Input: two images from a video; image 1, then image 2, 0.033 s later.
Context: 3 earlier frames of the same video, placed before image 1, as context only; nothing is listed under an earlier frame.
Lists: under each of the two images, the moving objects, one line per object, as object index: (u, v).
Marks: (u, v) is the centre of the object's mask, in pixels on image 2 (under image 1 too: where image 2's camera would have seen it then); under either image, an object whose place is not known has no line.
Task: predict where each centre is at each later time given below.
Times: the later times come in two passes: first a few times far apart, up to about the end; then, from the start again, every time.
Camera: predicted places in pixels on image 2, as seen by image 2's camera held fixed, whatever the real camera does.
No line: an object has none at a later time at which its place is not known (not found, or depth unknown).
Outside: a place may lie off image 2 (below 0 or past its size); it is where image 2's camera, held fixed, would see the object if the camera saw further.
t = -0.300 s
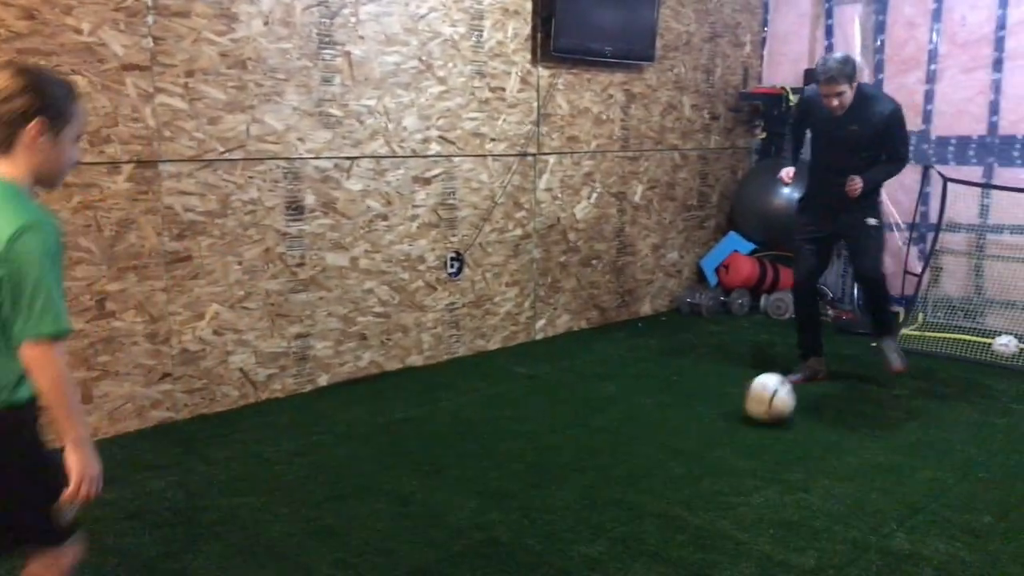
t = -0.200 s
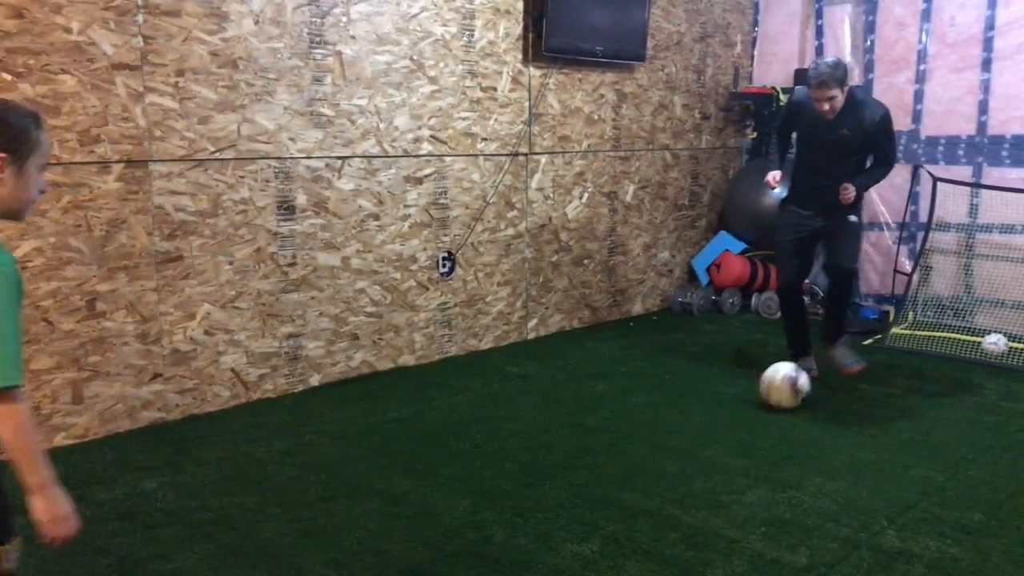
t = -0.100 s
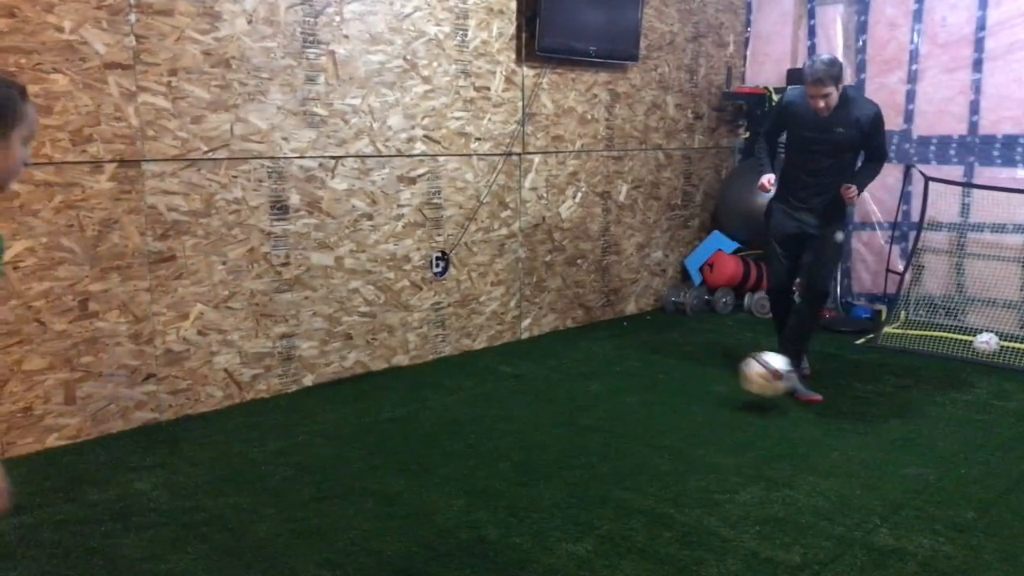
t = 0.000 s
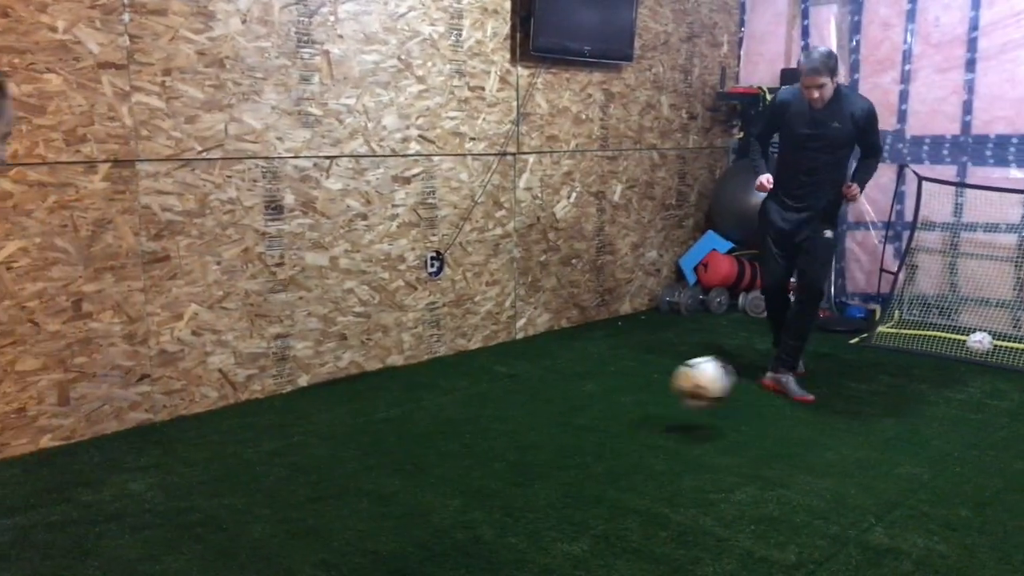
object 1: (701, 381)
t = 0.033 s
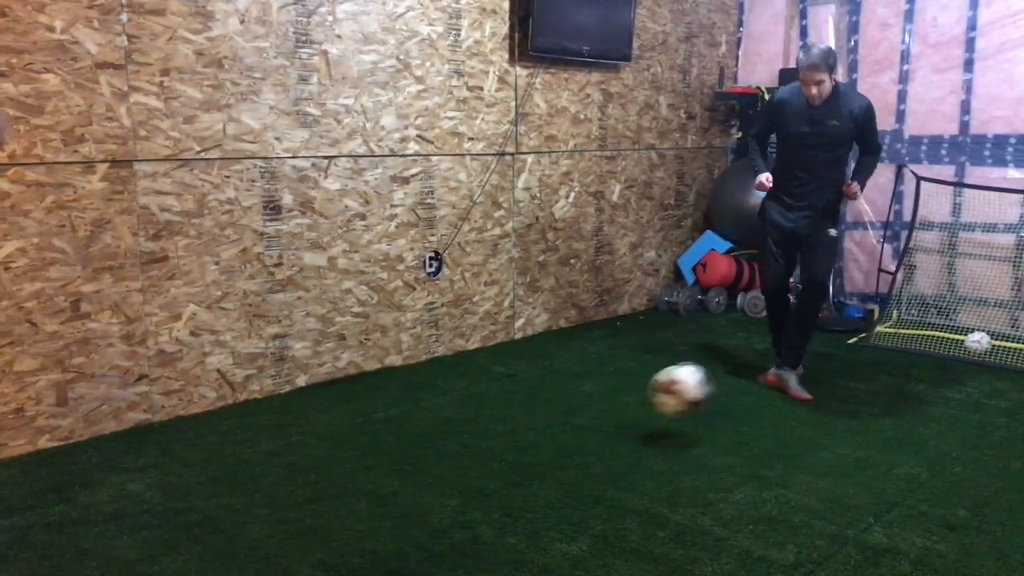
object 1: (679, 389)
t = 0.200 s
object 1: (570, 441)
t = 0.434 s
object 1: (444, 485)
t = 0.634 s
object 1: (354, 521)
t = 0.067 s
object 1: (658, 401)
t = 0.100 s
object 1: (634, 416)
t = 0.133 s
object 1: (608, 434)
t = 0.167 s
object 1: (587, 441)
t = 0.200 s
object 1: (570, 441)
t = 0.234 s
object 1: (552, 444)
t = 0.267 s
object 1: (532, 450)
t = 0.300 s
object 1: (512, 458)
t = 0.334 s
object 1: (491, 471)
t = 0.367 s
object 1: (472, 484)
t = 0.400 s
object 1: (457, 484)
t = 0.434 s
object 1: (444, 485)
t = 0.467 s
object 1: (429, 490)
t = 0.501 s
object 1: (414, 499)
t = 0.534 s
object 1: (399, 508)
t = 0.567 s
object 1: (383, 510)
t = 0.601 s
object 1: (368, 514)
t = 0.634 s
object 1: (354, 521)
